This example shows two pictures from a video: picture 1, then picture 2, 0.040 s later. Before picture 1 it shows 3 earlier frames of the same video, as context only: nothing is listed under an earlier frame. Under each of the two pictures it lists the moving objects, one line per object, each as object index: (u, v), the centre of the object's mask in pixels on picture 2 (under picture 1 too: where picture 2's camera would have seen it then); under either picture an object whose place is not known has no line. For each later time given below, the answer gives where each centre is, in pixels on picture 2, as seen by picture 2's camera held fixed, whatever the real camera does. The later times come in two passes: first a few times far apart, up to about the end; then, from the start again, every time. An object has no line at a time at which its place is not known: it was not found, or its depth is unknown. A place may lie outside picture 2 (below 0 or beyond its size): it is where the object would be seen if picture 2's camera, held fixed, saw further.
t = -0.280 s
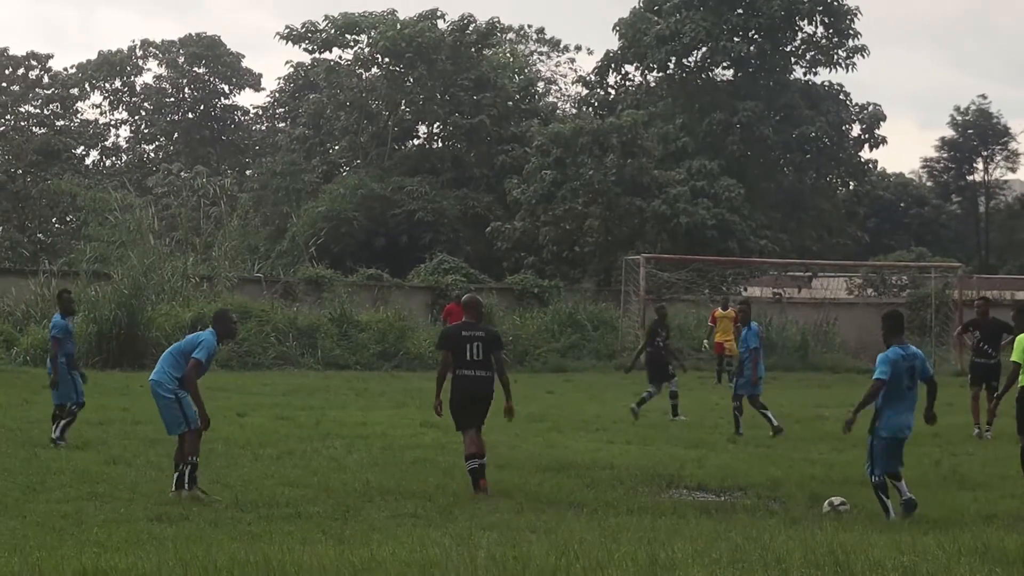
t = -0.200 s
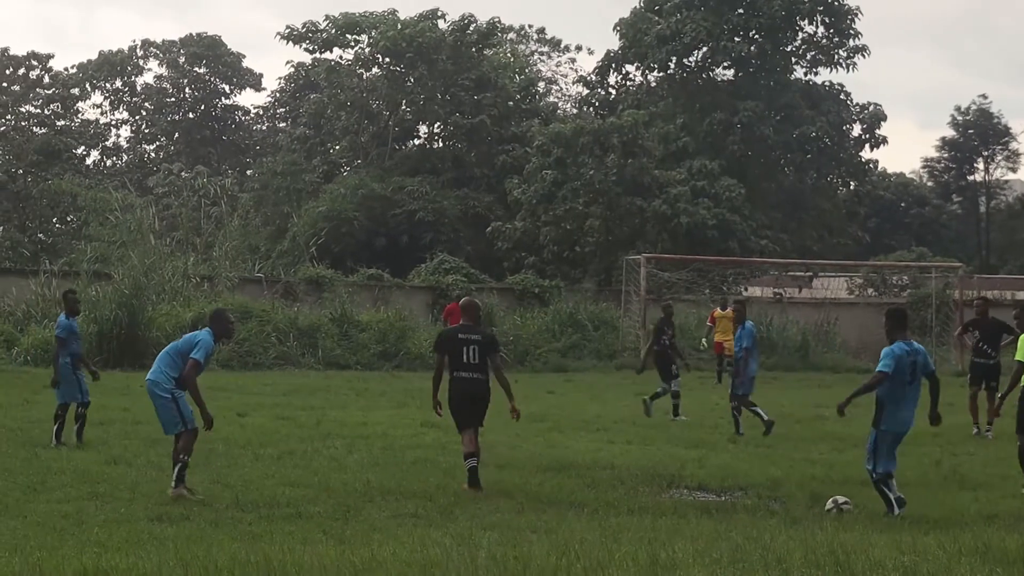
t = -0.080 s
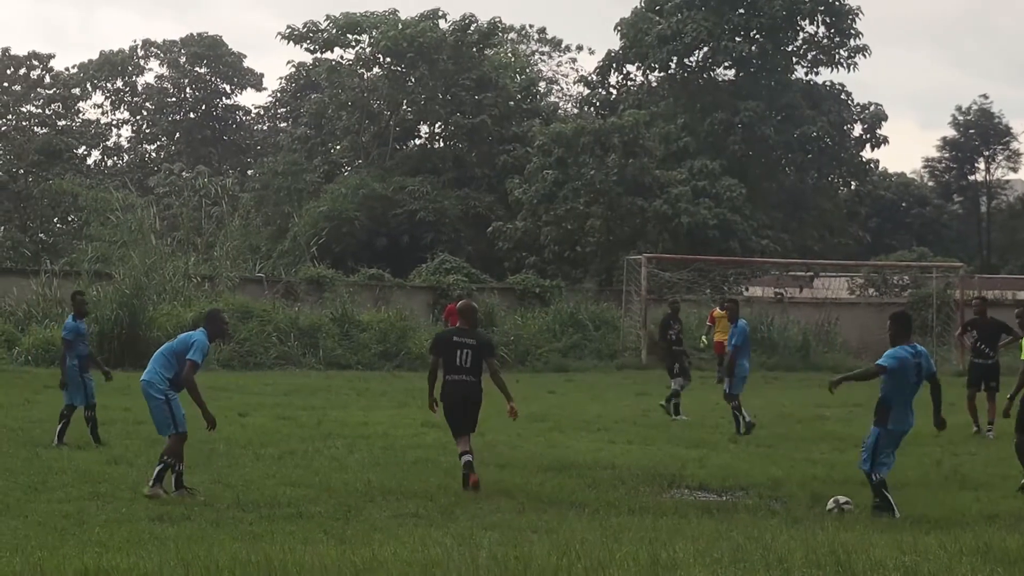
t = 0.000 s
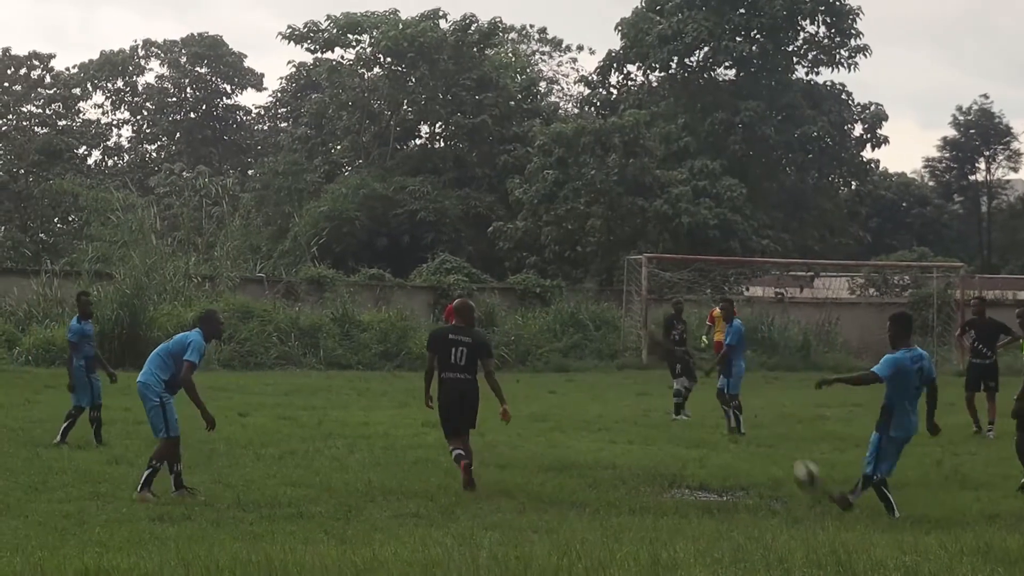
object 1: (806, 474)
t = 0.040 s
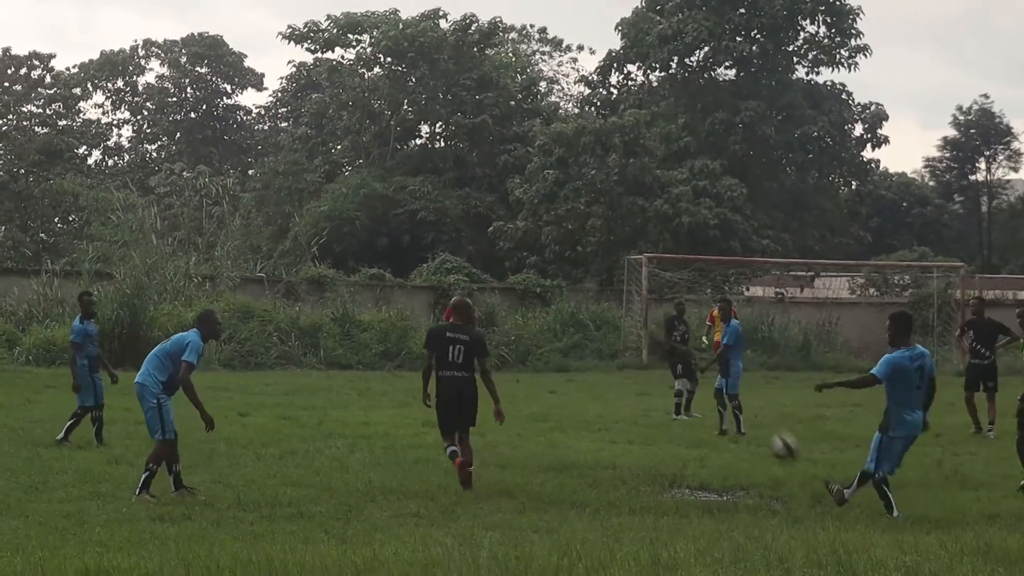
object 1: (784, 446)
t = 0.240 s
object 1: (671, 333)
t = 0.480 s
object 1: (535, 268)
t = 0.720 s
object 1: (401, 276)
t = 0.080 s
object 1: (763, 421)
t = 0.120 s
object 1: (739, 396)
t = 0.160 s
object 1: (715, 374)
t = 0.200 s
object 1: (694, 354)
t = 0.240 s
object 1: (671, 333)
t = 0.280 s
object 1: (648, 319)
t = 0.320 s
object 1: (625, 305)
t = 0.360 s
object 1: (603, 292)
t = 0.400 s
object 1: (579, 281)
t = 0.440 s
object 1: (557, 272)
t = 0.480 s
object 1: (535, 268)
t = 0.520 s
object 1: (512, 264)
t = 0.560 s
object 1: (491, 262)
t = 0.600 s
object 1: (469, 262)
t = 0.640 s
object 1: (446, 266)
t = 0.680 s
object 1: (424, 271)
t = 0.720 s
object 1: (401, 276)
